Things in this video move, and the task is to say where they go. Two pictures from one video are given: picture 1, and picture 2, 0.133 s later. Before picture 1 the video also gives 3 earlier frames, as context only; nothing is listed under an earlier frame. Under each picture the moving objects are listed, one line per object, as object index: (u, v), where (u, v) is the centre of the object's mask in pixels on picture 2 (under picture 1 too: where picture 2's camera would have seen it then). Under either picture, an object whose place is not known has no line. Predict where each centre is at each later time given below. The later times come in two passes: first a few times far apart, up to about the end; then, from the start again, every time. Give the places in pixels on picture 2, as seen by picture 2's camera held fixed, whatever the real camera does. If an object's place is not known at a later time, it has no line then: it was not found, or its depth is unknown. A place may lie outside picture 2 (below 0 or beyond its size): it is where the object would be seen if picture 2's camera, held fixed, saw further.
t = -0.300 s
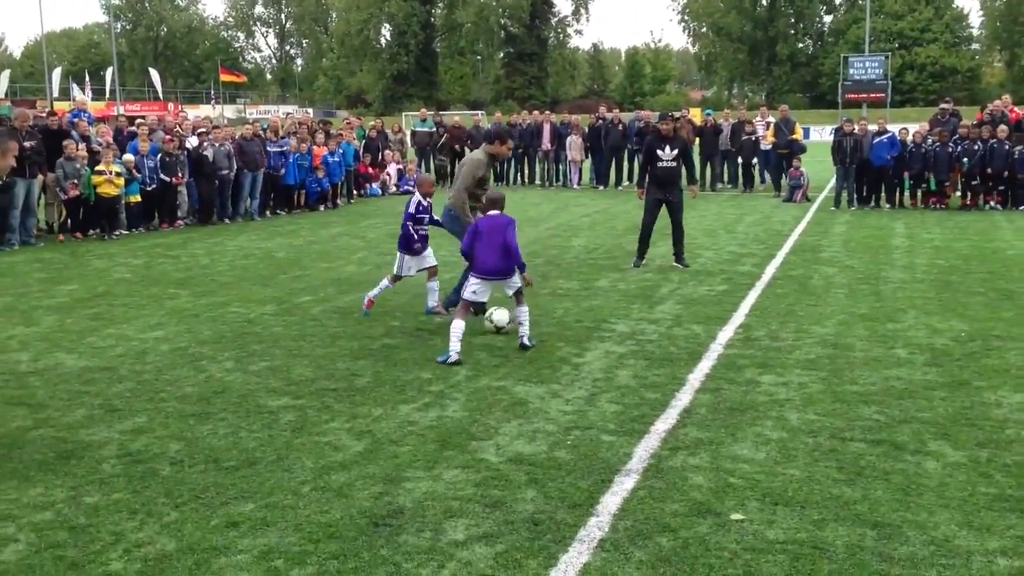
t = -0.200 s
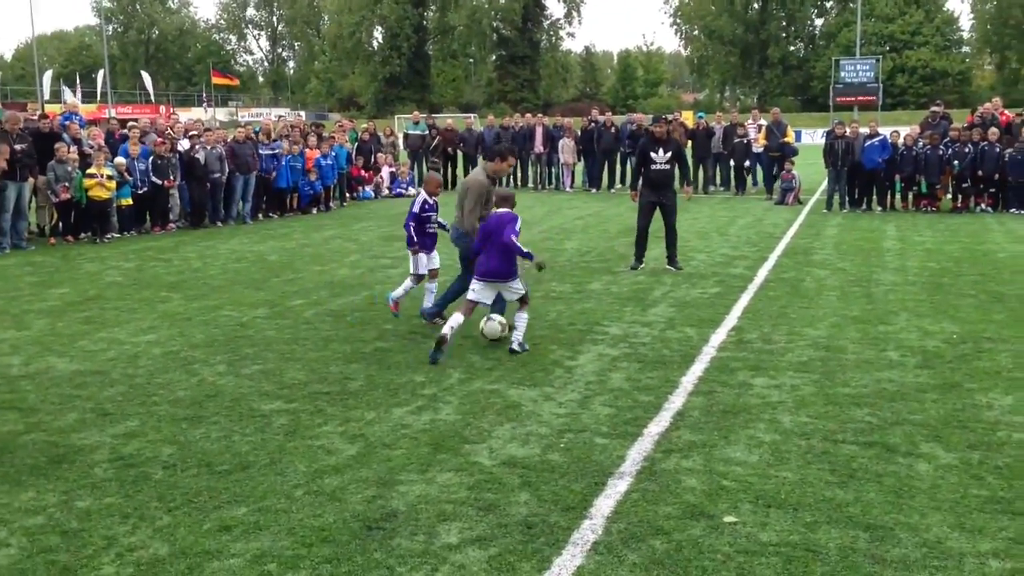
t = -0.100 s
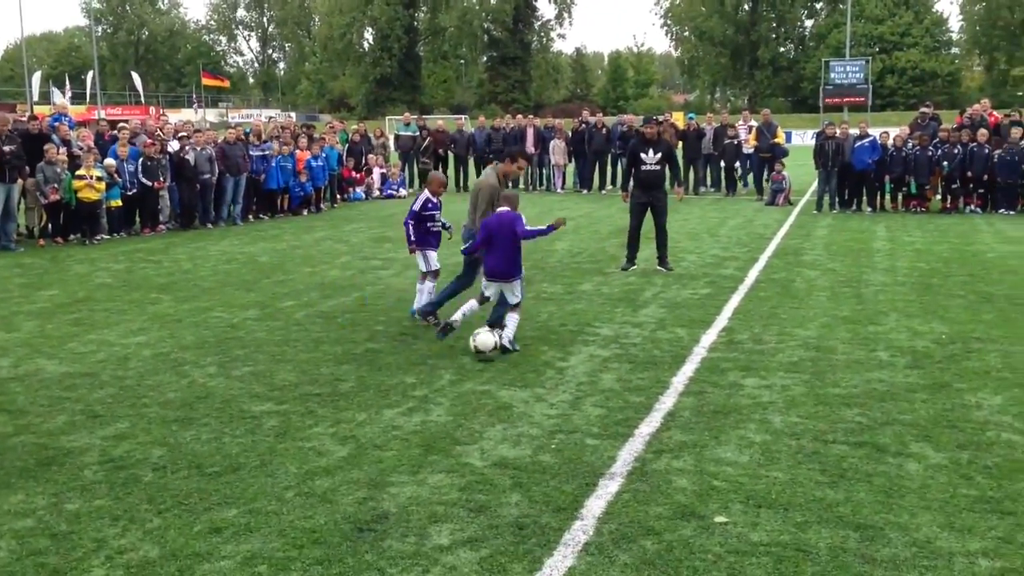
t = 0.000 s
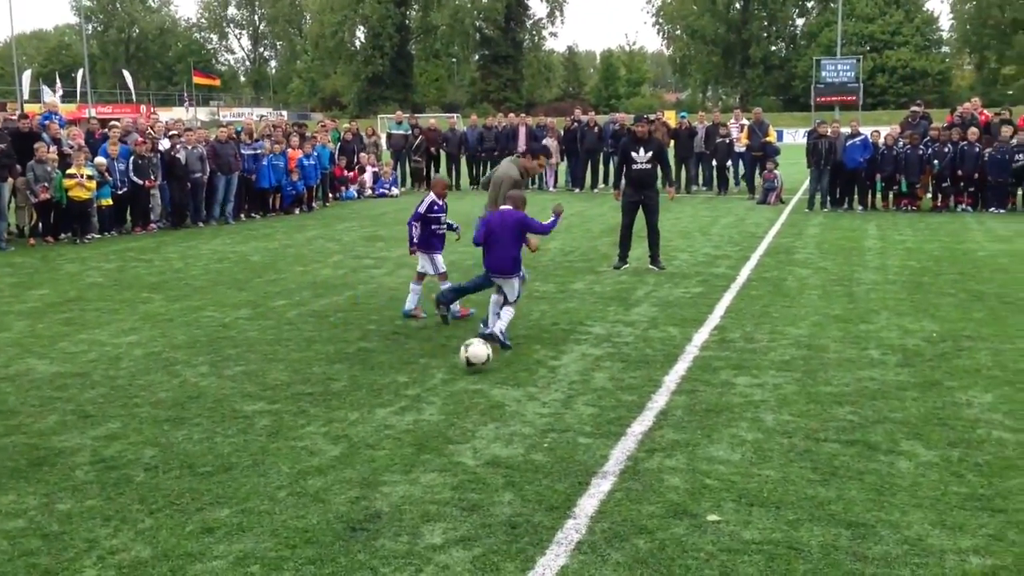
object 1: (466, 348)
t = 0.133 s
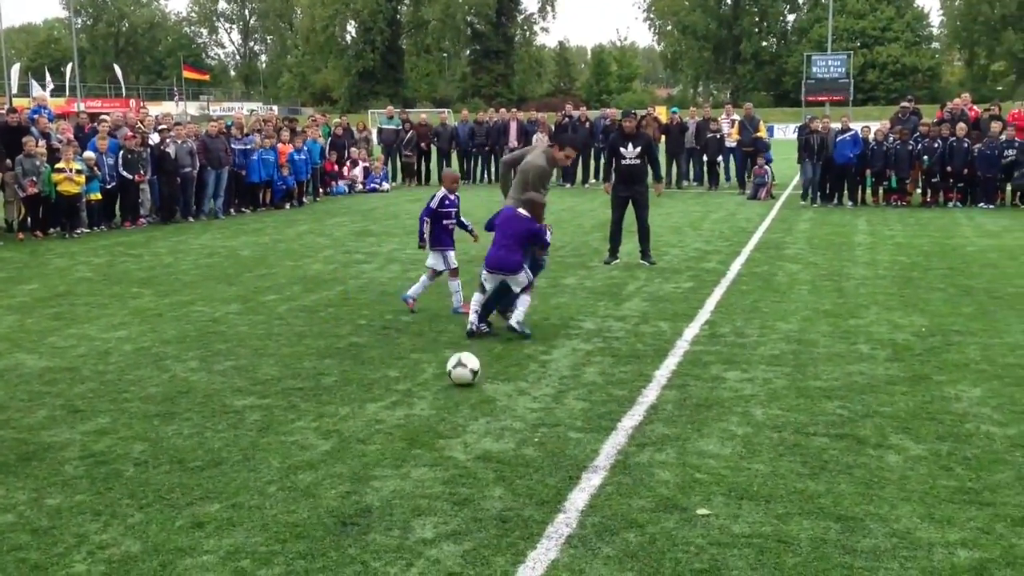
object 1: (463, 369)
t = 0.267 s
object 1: (458, 381)
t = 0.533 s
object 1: (447, 410)
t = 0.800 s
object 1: (437, 445)
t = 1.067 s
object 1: (426, 486)
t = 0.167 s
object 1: (462, 369)
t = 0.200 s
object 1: (461, 372)
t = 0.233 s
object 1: (459, 376)
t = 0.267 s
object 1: (458, 381)
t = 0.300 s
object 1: (457, 384)
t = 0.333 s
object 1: (455, 387)
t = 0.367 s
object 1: (453, 391)
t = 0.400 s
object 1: (452, 396)
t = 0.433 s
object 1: (451, 398)
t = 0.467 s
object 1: (449, 403)
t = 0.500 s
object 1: (449, 406)
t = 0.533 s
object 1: (447, 410)
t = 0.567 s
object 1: (446, 414)
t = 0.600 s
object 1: (444, 419)
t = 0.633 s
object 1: (443, 422)
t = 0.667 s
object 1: (442, 427)
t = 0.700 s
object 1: (441, 431)
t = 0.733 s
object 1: (440, 436)
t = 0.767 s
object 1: (439, 439)
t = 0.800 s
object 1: (437, 445)
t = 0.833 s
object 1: (436, 449)
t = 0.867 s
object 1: (434, 455)
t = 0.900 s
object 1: (433, 459)
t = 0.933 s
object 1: (431, 465)
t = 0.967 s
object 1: (430, 470)
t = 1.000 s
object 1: (428, 475)
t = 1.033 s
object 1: (428, 481)
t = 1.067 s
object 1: (426, 486)
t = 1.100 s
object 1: (424, 493)
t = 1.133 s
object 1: (423, 498)
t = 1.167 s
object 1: (421, 504)
